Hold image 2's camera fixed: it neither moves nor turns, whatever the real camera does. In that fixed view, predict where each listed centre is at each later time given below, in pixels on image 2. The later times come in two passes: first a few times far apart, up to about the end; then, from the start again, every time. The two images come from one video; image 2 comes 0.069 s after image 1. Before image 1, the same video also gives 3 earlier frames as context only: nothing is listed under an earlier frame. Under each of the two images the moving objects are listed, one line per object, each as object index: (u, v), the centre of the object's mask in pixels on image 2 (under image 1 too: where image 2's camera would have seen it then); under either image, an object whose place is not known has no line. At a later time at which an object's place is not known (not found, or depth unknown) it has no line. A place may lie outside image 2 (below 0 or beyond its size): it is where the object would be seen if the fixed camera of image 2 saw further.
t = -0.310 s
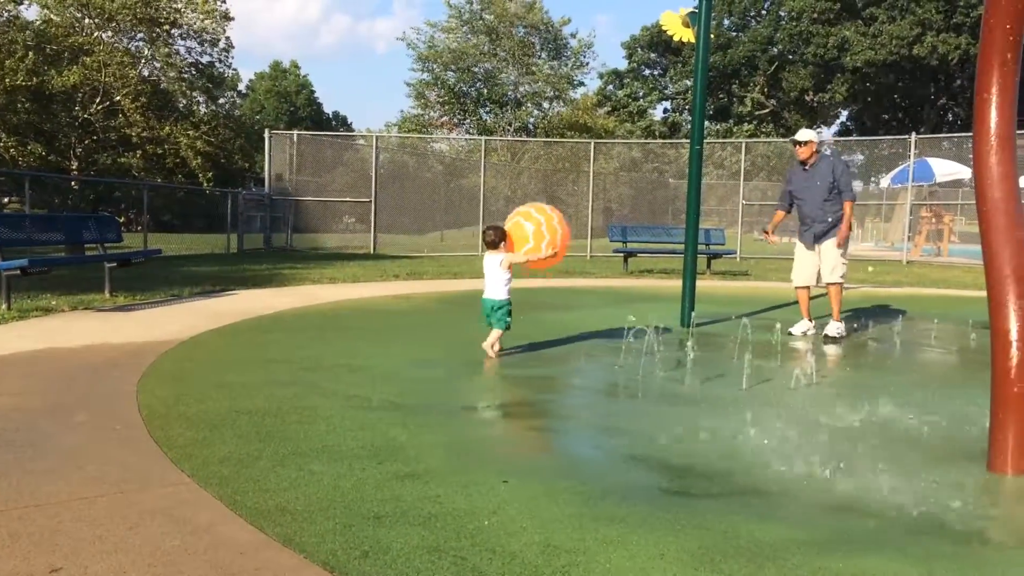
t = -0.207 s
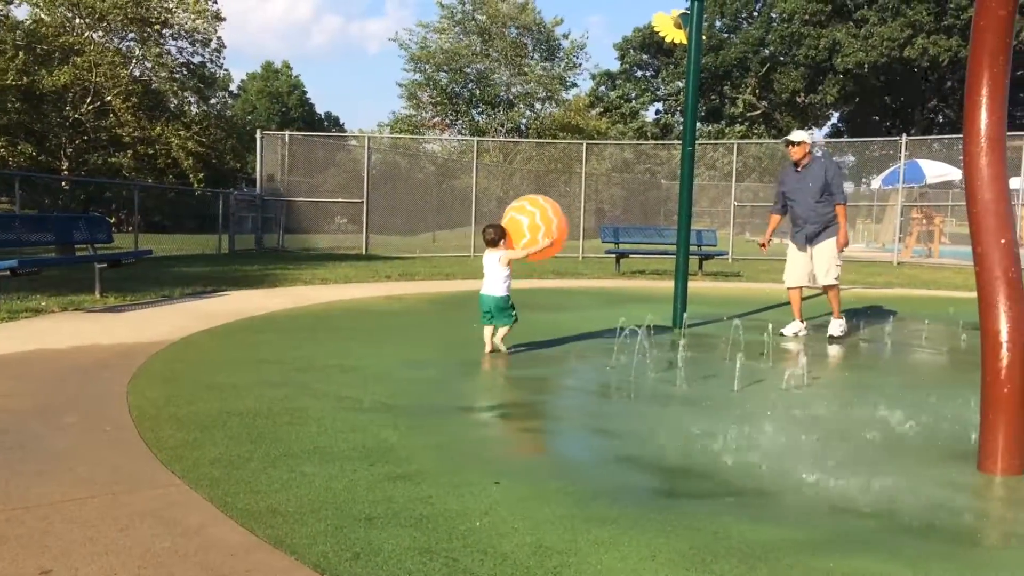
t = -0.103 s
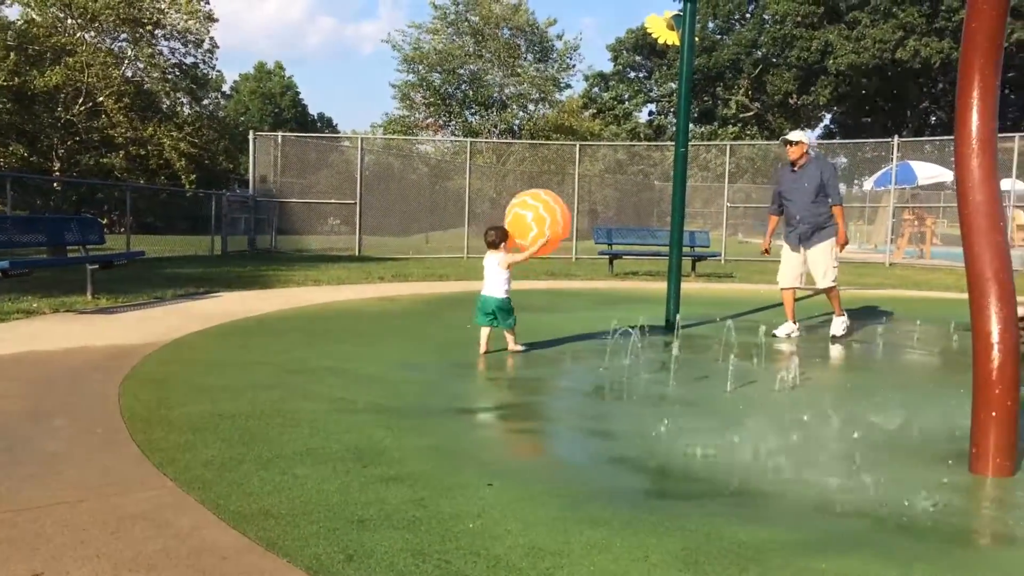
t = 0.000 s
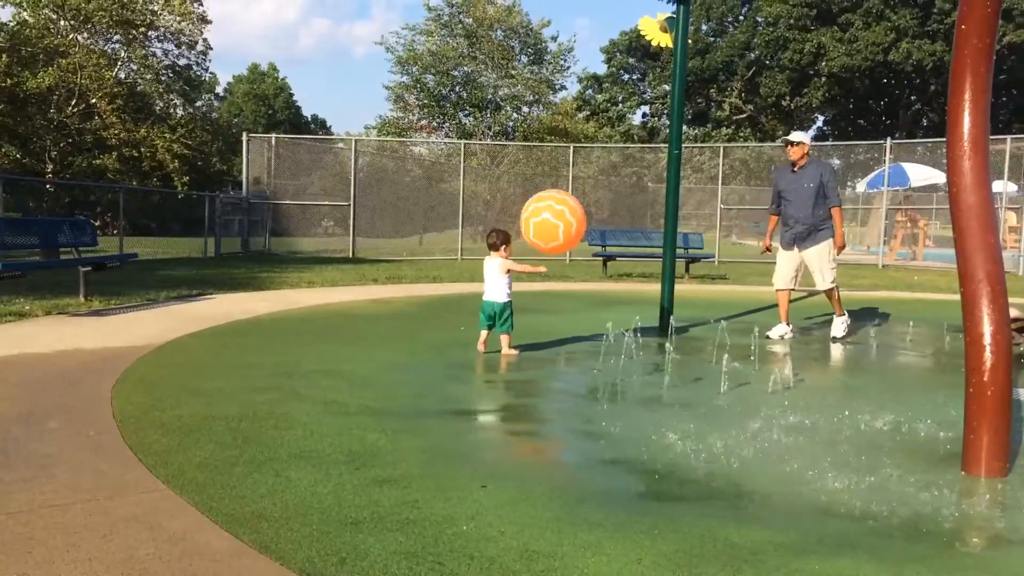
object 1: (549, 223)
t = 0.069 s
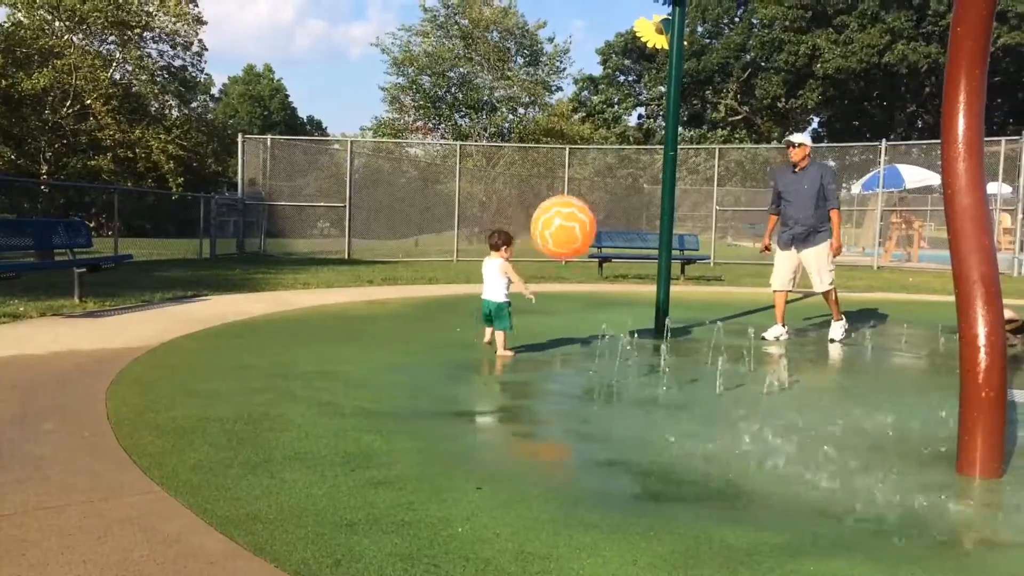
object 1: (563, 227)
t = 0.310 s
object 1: (609, 278)
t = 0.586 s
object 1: (641, 291)
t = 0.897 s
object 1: (660, 288)
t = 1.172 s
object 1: (677, 298)
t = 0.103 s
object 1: (570, 231)
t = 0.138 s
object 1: (577, 236)
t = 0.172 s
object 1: (584, 242)
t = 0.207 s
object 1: (590, 249)
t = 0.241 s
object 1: (596, 257)
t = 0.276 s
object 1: (602, 267)
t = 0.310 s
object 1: (609, 278)
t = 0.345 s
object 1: (615, 289)
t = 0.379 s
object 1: (621, 301)
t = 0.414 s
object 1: (626, 314)
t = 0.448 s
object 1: (630, 320)
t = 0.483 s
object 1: (633, 312)
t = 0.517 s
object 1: (636, 305)
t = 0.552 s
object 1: (639, 297)
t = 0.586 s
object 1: (641, 291)
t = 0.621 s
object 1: (643, 286)
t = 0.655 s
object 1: (645, 282)
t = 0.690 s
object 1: (649, 278)
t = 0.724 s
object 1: (651, 277)
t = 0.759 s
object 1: (653, 277)
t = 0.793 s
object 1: (655, 278)
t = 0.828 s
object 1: (656, 280)
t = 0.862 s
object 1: (659, 284)
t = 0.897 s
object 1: (660, 288)
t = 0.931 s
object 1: (662, 293)
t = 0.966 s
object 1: (663, 299)
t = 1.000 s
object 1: (664, 307)
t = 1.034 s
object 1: (666, 315)
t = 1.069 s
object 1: (668, 315)
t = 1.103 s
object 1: (671, 308)
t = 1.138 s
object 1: (674, 302)
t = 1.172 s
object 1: (677, 298)
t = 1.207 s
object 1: (679, 293)
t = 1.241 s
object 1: (682, 291)
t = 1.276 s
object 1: (685, 289)
